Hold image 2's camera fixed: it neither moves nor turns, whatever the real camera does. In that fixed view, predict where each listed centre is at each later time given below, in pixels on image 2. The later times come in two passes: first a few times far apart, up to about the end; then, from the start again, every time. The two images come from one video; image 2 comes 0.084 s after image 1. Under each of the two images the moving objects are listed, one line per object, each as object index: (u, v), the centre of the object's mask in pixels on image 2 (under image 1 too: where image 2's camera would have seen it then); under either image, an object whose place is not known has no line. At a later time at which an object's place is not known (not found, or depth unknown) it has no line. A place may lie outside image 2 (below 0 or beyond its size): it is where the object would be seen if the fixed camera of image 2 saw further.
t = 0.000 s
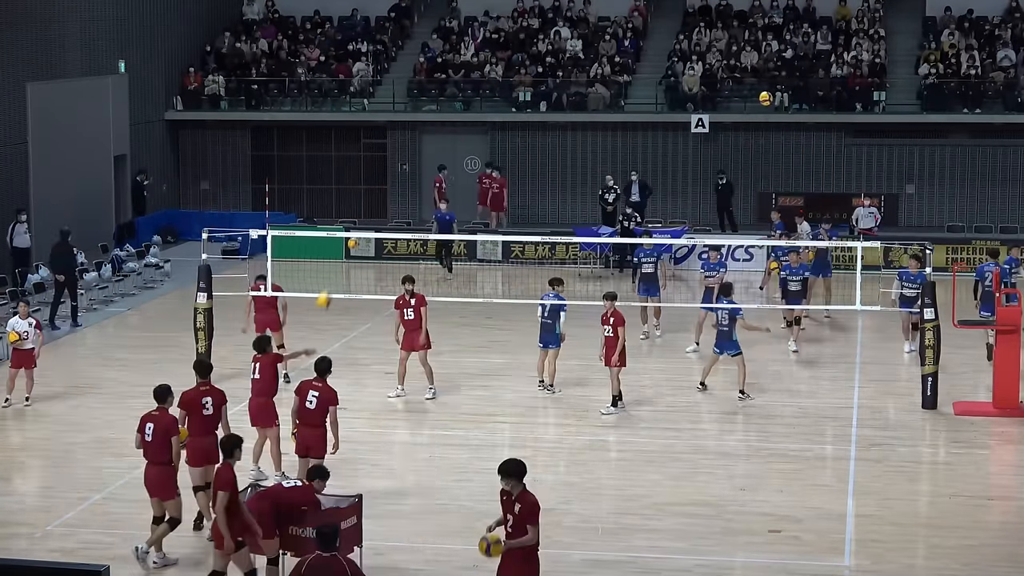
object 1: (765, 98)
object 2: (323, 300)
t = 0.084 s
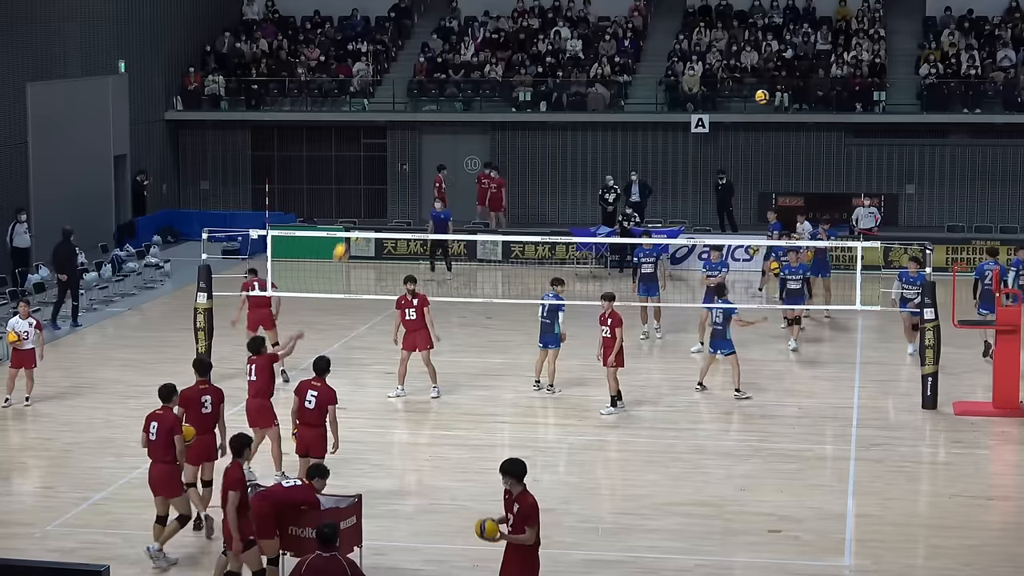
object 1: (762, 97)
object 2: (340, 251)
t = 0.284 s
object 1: (752, 109)
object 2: (378, 166)
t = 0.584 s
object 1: (738, 176)
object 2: (432, 100)
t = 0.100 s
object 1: (761, 97)
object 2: (343, 245)
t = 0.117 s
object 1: (760, 97)
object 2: (347, 235)
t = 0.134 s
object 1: (759, 97)
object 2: (351, 226)
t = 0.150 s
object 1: (759, 98)
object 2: (354, 220)
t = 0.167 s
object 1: (758, 99)
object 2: (357, 213)
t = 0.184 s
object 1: (757, 100)
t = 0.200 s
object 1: (756, 101)
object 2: (363, 198)
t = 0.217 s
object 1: (756, 102)
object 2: (367, 191)
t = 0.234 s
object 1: (755, 104)
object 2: (370, 184)
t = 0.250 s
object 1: (754, 106)
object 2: (373, 178)
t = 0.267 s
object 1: (753, 107)
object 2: (376, 172)
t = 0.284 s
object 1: (752, 109)
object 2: (378, 166)
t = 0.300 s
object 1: (751, 111)
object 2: (381, 160)
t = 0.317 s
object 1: (751, 114)
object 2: (385, 155)
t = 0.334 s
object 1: (750, 116)
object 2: (388, 149)
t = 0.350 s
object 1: (749, 119)
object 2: (391, 144)
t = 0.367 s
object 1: (748, 123)
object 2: (394, 140)
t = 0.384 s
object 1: (747, 126)
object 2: (397, 135)
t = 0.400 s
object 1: (746, 129)
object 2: (400, 131)
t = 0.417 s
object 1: (746, 132)
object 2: (402, 127)
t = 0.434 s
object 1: (745, 136)
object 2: (406, 123)
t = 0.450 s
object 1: (744, 139)
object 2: (409, 119)
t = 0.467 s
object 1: (743, 144)
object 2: (411, 116)
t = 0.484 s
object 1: (742, 148)
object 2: (414, 113)
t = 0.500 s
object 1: (742, 152)
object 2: (417, 110)
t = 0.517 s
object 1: (741, 157)
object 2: (420, 107)
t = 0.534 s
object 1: (740, 162)
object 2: (423, 105)
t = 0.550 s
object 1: (740, 166)
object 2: (426, 103)
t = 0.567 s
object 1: (739, 171)
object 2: (429, 101)
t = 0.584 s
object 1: (738, 176)
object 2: (432, 100)
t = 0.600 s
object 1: (737, 182)
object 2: (434, 97)
